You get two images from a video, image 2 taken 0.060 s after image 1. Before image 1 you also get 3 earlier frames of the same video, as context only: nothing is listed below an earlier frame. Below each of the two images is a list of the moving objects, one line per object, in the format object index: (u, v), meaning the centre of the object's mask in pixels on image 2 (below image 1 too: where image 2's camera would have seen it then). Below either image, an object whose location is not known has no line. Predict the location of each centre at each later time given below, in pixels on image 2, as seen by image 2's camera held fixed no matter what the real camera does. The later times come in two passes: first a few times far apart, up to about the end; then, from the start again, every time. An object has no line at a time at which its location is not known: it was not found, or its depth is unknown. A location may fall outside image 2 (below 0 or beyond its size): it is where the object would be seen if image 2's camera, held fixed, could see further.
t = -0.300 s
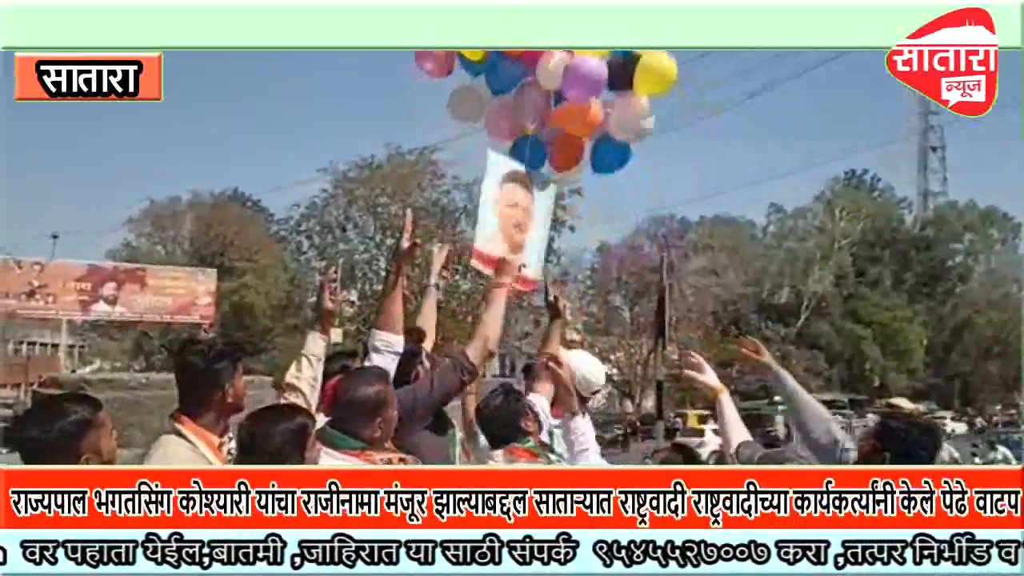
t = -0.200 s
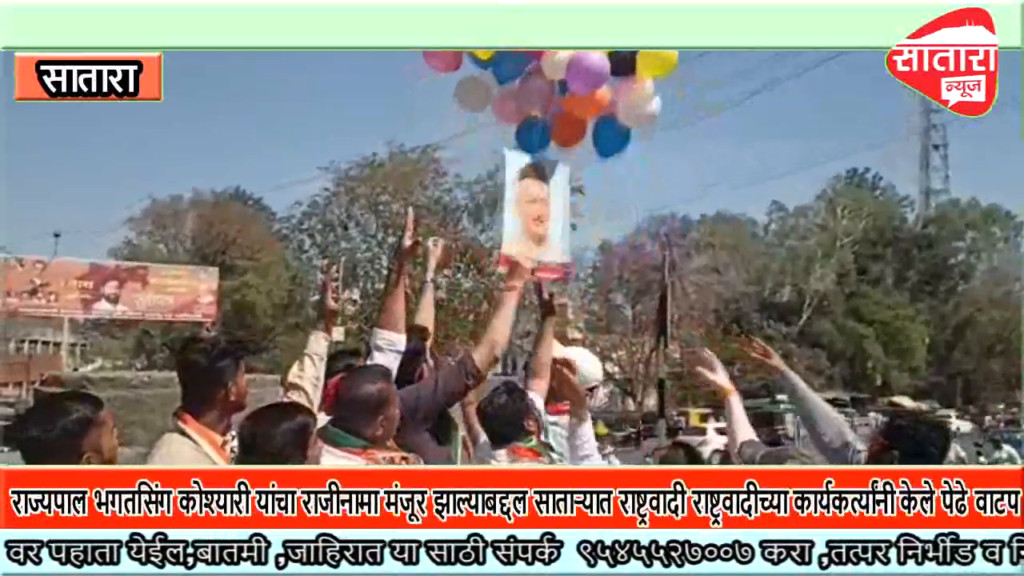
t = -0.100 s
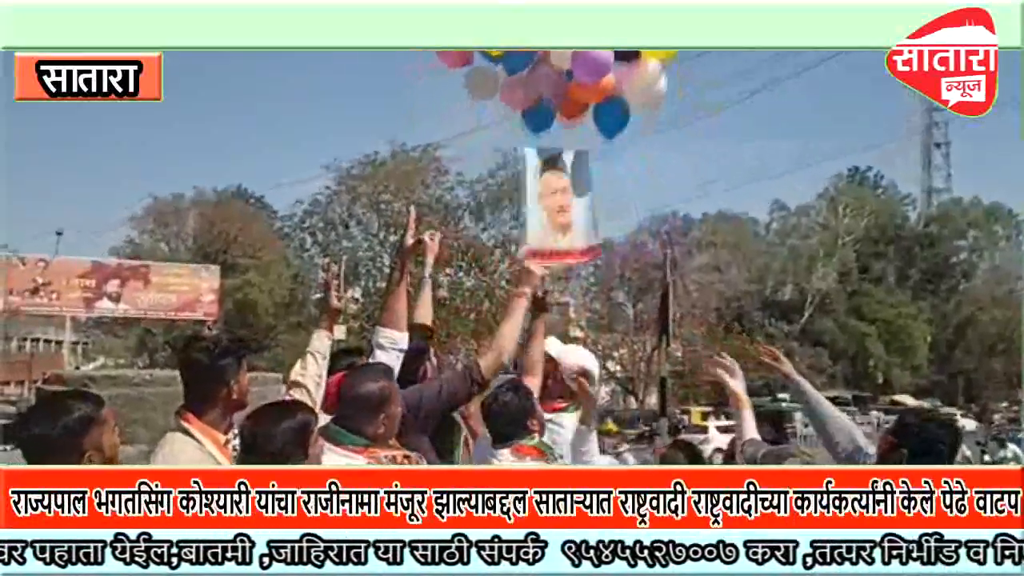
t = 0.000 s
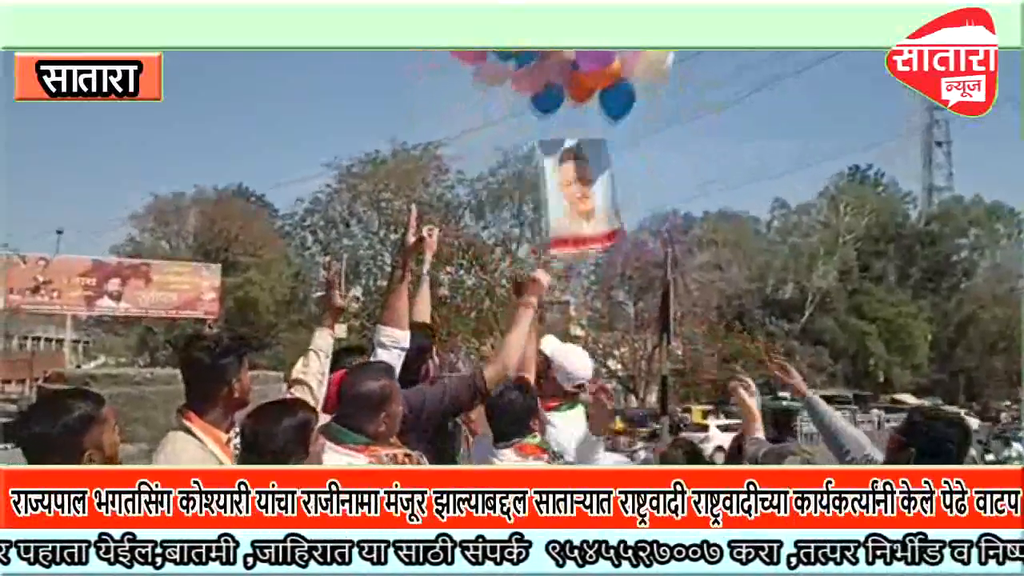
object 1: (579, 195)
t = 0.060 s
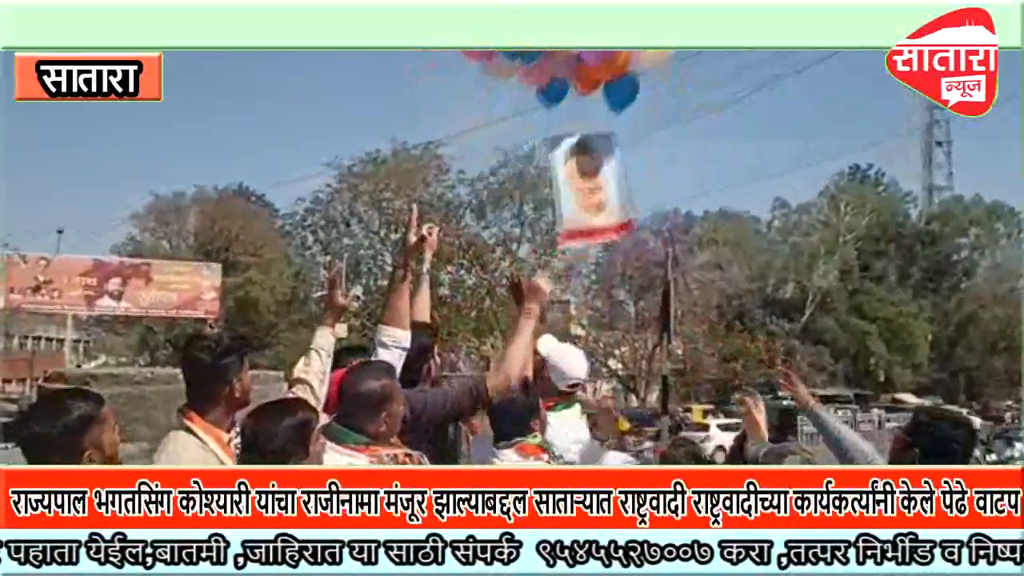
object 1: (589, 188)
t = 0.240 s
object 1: (616, 166)
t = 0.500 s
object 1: (646, 134)
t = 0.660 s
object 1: (662, 116)
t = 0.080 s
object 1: (592, 187)
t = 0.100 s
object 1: (596, 183)
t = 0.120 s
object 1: (598, 182)
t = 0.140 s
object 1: (602, 180)
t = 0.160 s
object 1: (602, 180)
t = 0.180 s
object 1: (608, 176)
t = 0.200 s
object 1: (610, 176)
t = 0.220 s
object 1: (612, 175)
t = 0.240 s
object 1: (616, 166)
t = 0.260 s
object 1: (617, 163)
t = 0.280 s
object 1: (621, 161)
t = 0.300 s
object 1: (623, 159)
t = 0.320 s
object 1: (626, 156)
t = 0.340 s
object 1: (629, 154)
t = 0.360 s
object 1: (630, 152)
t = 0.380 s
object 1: (633, 149)
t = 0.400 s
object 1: (635, 147)
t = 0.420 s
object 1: (637, 144)
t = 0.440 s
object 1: (640, 142)
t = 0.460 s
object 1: (642, 140)
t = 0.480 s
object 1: (644, 137)
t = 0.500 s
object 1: (646, 134)
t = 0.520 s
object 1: (647, 132)
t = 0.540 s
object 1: (650, 129)
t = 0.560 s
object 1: (651, 127)
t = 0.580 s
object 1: (654, 124)
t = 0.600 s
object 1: (655, 123)
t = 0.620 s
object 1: (658, 120)
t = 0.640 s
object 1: (661, 117)
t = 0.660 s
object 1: (662, 116)
